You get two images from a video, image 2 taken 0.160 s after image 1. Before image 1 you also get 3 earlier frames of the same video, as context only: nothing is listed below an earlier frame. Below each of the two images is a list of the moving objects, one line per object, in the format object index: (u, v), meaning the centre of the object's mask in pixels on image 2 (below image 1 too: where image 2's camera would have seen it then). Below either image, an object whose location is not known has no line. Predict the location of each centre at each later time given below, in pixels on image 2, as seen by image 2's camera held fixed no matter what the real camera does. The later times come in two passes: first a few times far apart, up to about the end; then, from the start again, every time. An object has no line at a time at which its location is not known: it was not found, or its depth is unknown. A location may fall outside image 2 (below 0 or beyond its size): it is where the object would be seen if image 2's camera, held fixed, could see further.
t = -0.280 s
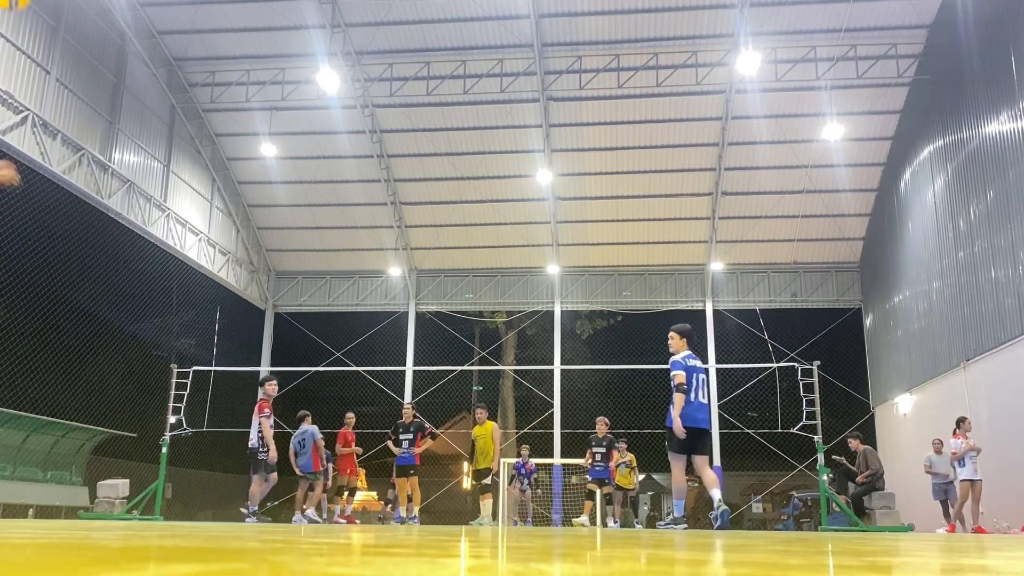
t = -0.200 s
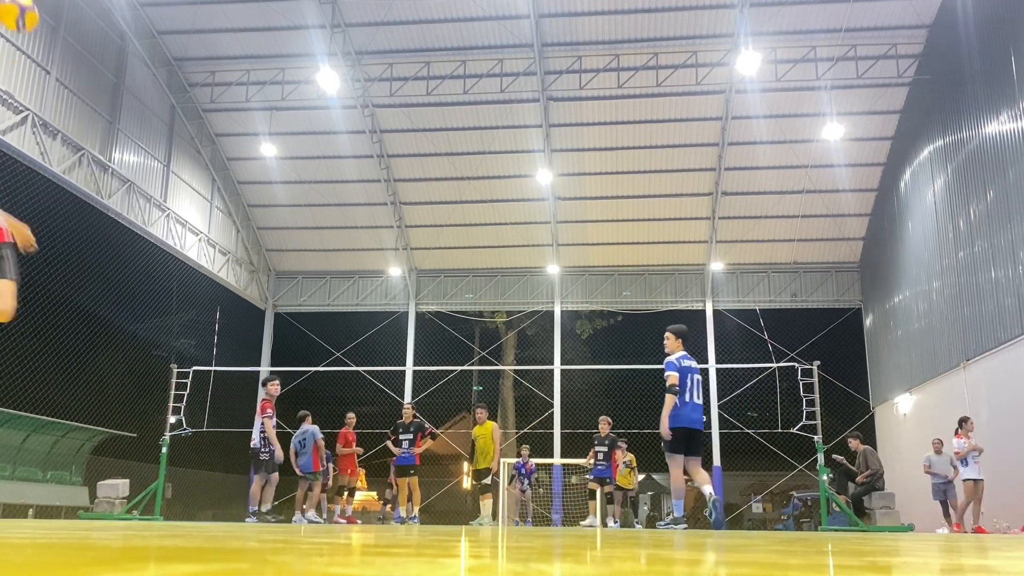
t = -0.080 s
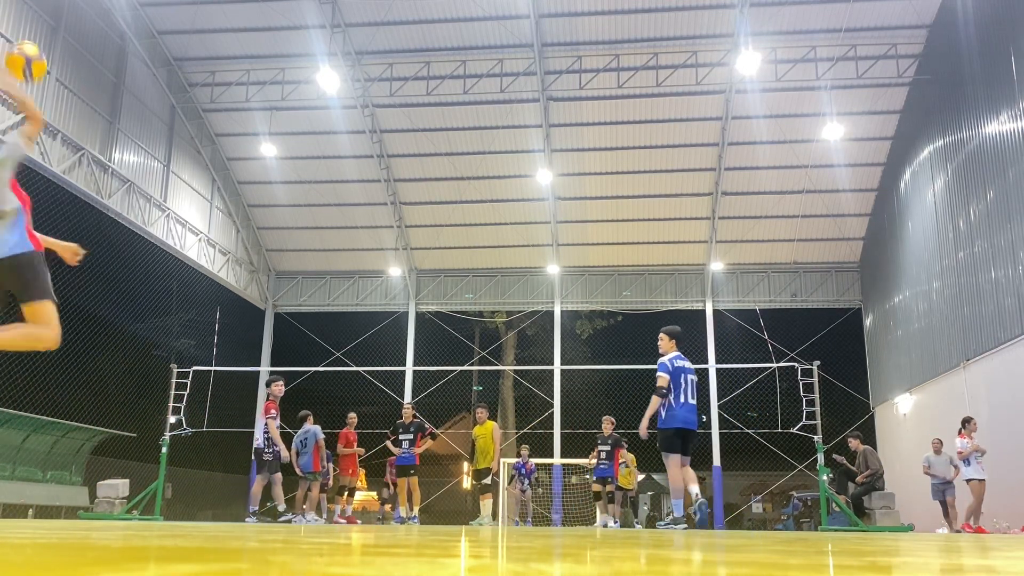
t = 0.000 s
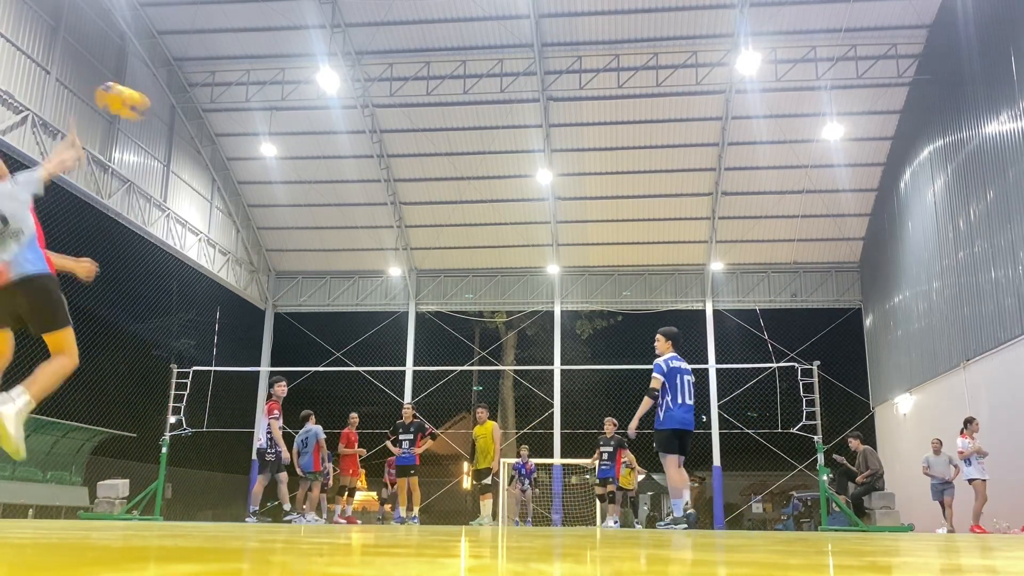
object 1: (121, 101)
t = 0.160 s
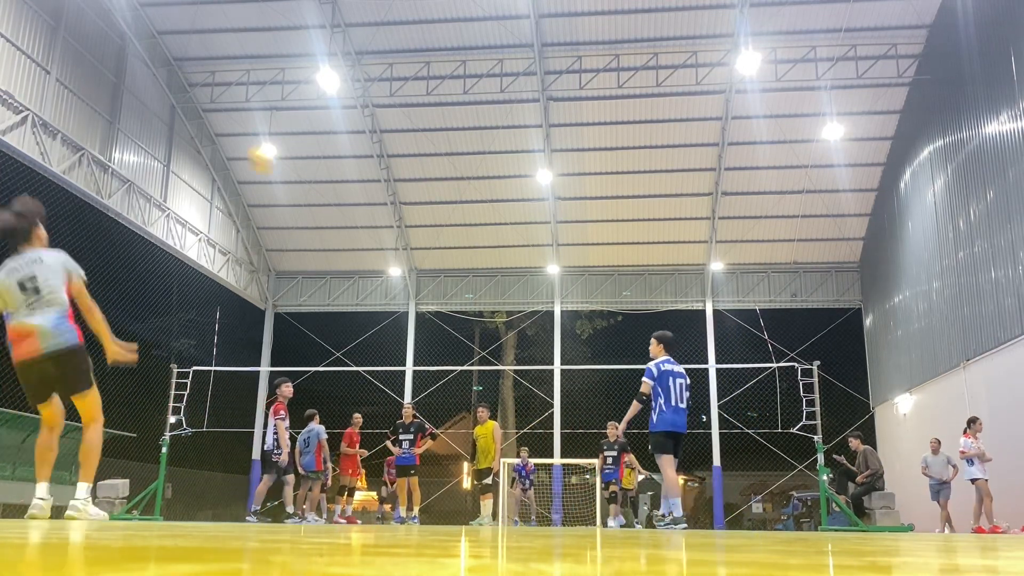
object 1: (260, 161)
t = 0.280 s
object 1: (326, 197)
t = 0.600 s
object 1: (423, 297)
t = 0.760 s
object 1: (451, 346)
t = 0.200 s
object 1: (286, 172)
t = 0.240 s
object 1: (306, 183)
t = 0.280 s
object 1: (326, 197)
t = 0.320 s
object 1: (342, 210)
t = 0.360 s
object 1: (358, 222)
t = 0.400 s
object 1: (371, 234)
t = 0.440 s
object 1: (384, 246)
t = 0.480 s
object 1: (397, 259)
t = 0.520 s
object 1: (408, 272)
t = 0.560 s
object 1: (417, 285)
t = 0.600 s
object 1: (423, 297)
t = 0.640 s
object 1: (431, 310)
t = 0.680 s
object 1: (438, 322)
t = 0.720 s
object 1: (444, 333)
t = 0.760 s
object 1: (451, 346)
